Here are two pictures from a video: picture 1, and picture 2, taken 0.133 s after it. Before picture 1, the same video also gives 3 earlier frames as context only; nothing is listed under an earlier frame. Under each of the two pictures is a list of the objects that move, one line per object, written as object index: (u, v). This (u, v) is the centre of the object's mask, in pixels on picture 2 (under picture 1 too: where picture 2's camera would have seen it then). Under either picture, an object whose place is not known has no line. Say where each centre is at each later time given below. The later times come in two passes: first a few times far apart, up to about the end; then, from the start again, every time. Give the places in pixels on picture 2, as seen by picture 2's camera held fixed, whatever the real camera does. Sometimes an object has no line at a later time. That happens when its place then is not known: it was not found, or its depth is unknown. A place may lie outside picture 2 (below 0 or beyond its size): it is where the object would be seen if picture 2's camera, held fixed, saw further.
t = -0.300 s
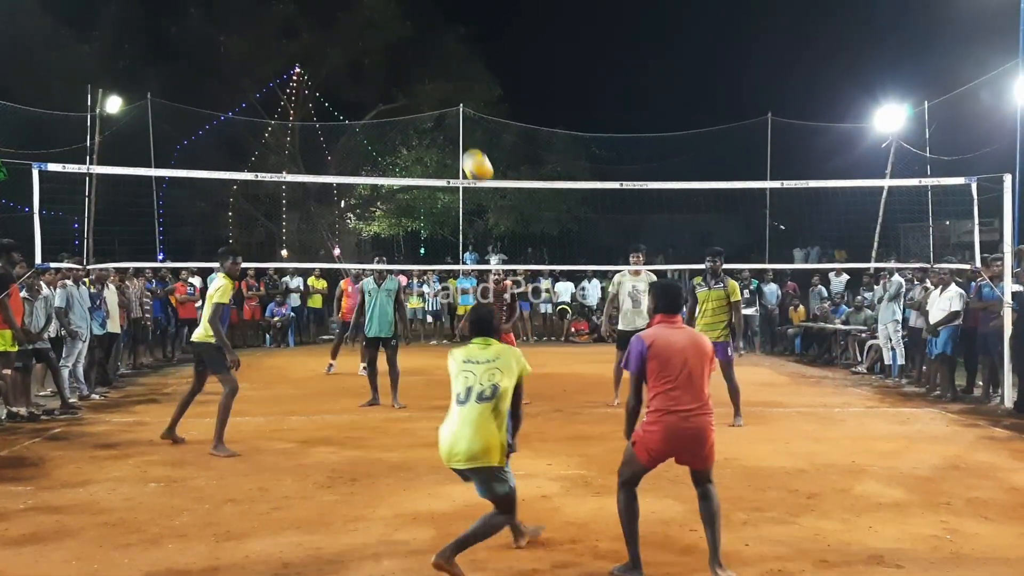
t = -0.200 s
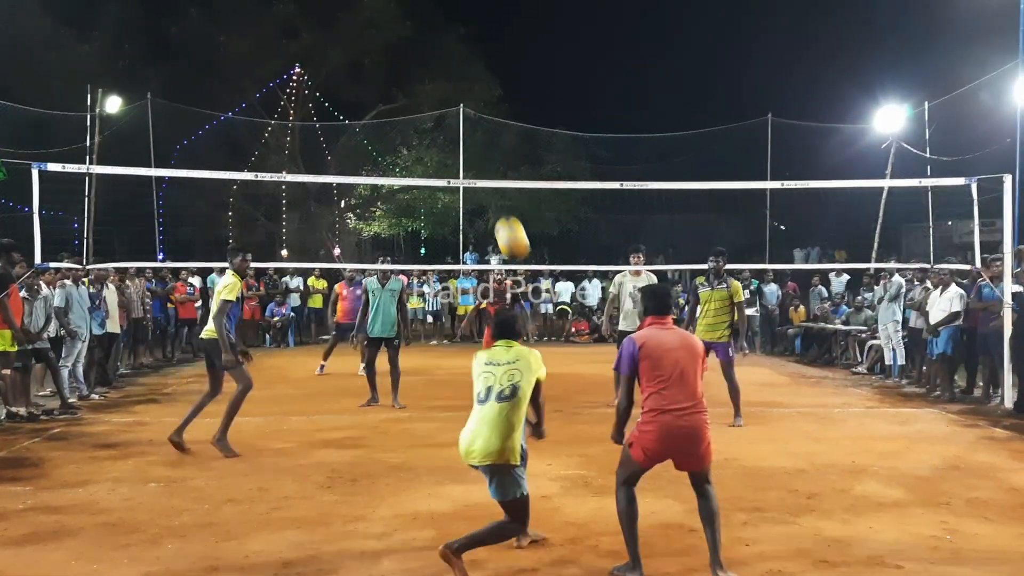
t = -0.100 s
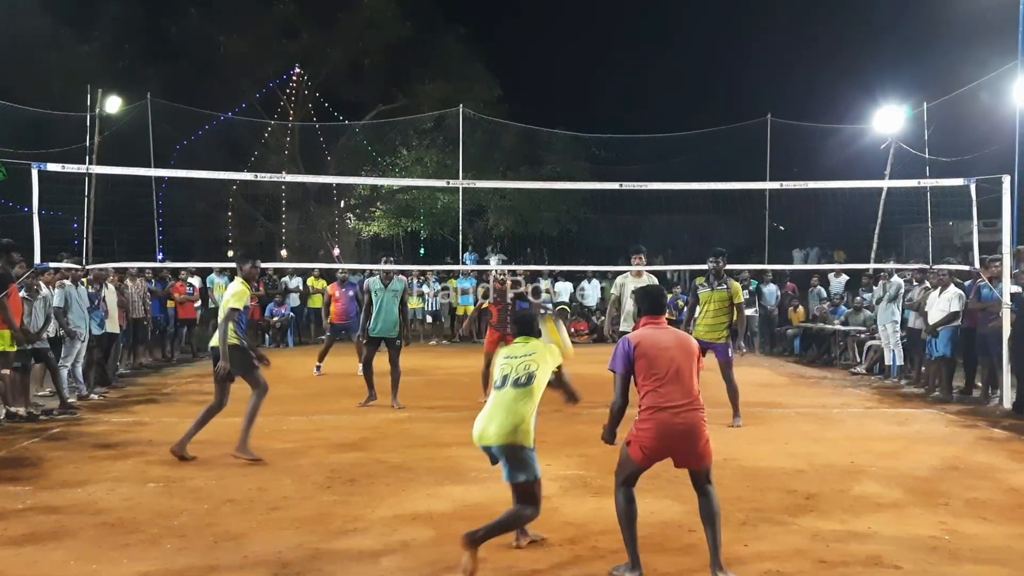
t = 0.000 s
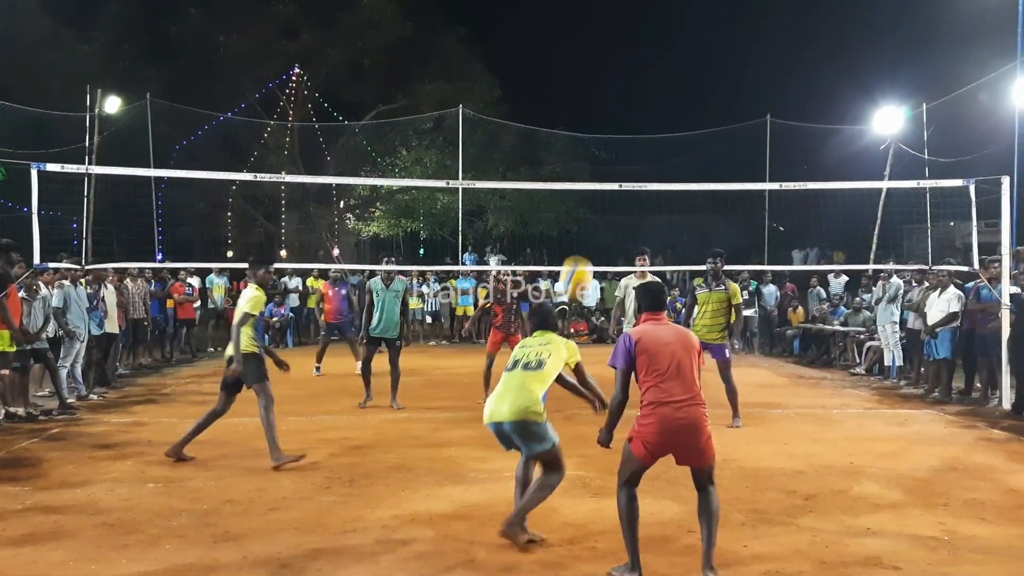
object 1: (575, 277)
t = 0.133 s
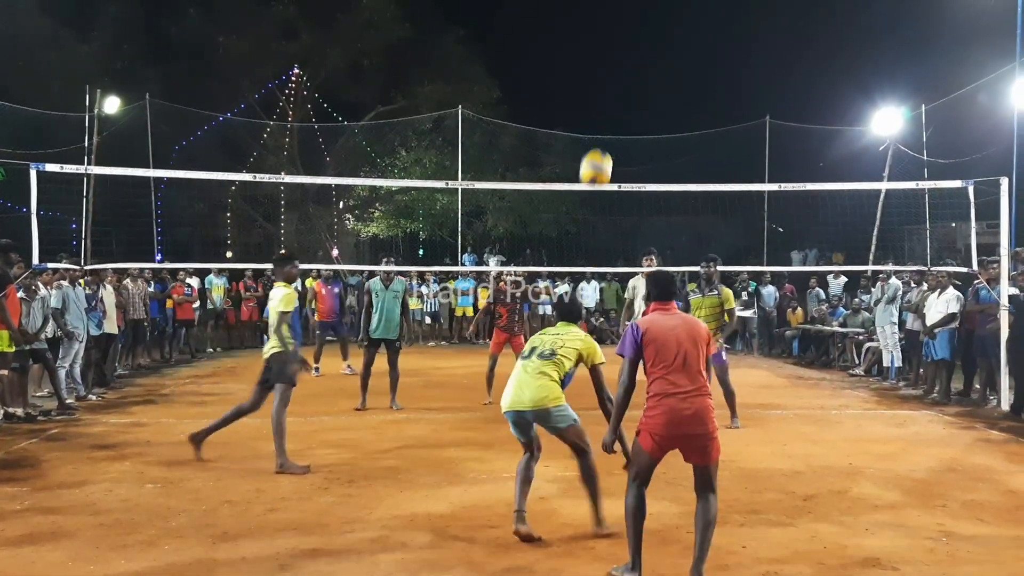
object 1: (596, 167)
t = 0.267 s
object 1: (613, 93)
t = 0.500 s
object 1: (640, 28)
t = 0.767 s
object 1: (663, 41)
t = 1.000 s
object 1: (678, 112)
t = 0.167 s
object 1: (600, 148)
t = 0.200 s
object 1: (605, 127)
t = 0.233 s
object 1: (609, 109)
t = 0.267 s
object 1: (613, 93)
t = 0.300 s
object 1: (617, 79)
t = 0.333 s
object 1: (621, 67)
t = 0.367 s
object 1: (625, 55)
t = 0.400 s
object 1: (629, 46)
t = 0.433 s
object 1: (632, 39)
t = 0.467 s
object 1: (636, 33)
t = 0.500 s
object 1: (640, 28)
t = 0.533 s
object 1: (643, 25)
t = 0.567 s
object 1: (646, 24)
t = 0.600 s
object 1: (649, 23)
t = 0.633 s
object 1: (652, 24)
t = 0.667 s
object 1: (655, 26)
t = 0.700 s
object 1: (657, 30)
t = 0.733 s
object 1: (660, 35)
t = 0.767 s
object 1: (663, 41)
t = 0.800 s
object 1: (665, 48)
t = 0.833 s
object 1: (668, 56)
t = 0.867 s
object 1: (670, 65)
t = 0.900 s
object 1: (672, 76)
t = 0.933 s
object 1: (674, 87)
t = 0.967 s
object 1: (676, 99)
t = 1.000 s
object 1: (678, 112)
